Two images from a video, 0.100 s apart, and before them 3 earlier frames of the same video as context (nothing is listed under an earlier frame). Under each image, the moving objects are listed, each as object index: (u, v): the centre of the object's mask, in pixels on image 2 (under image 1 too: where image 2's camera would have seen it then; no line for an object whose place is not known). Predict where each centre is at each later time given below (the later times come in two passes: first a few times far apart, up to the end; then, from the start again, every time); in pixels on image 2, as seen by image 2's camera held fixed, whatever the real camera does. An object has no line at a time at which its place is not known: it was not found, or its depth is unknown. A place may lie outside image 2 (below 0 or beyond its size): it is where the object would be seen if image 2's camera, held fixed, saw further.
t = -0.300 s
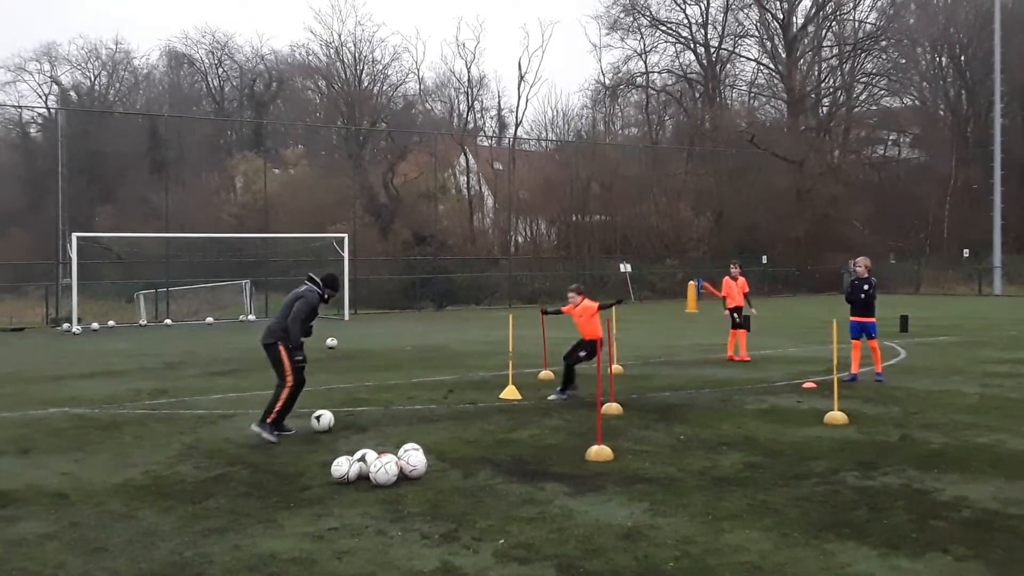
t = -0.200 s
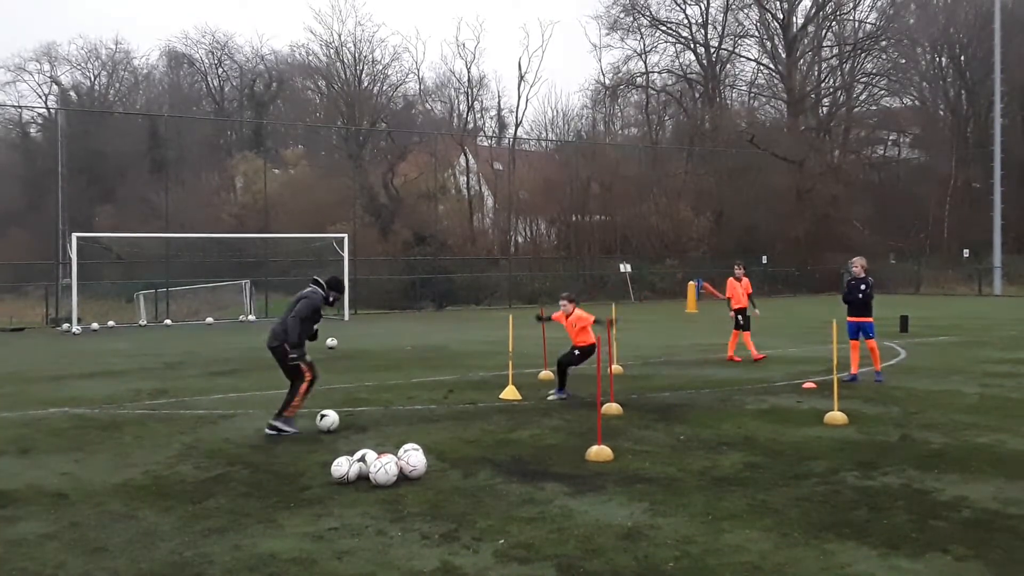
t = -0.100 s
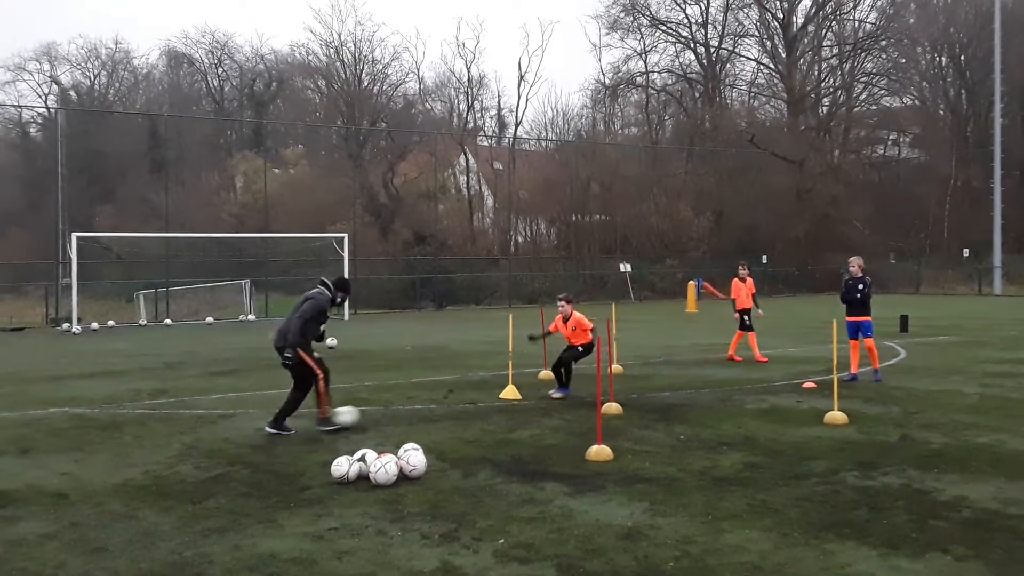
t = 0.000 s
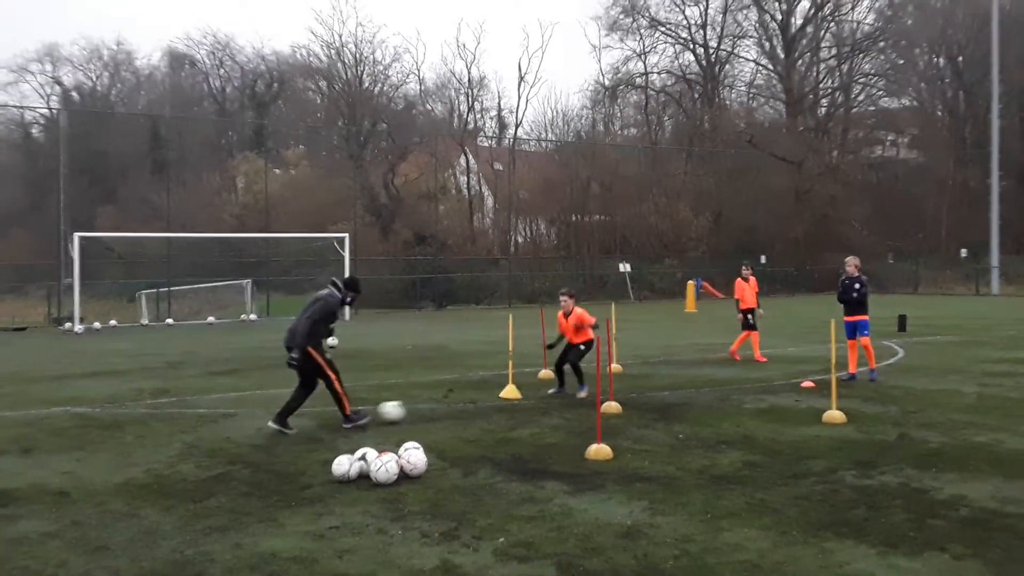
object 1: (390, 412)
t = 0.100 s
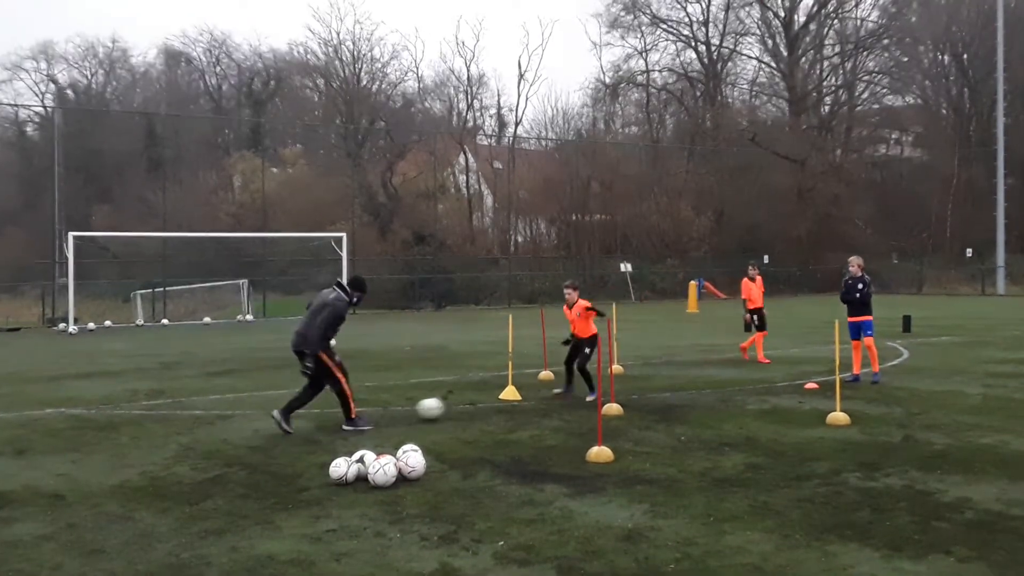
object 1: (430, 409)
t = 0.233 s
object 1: (475, 402)
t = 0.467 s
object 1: (531, 394)
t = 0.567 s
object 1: (551, 395)
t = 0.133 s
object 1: (442, 407)
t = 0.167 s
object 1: (454, 406)
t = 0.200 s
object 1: (465, 404)
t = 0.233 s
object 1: (475, 402)
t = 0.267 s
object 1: (485, 401)
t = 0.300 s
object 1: (492, 400)
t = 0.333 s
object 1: (500, 398)
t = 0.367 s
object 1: (510, 397)
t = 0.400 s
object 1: (519, 397)
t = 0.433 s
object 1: (525, 396)
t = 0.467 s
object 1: (531, 394)
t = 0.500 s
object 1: (538, 394)
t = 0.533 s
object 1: (544, 394)
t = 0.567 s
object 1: (551, 395)
